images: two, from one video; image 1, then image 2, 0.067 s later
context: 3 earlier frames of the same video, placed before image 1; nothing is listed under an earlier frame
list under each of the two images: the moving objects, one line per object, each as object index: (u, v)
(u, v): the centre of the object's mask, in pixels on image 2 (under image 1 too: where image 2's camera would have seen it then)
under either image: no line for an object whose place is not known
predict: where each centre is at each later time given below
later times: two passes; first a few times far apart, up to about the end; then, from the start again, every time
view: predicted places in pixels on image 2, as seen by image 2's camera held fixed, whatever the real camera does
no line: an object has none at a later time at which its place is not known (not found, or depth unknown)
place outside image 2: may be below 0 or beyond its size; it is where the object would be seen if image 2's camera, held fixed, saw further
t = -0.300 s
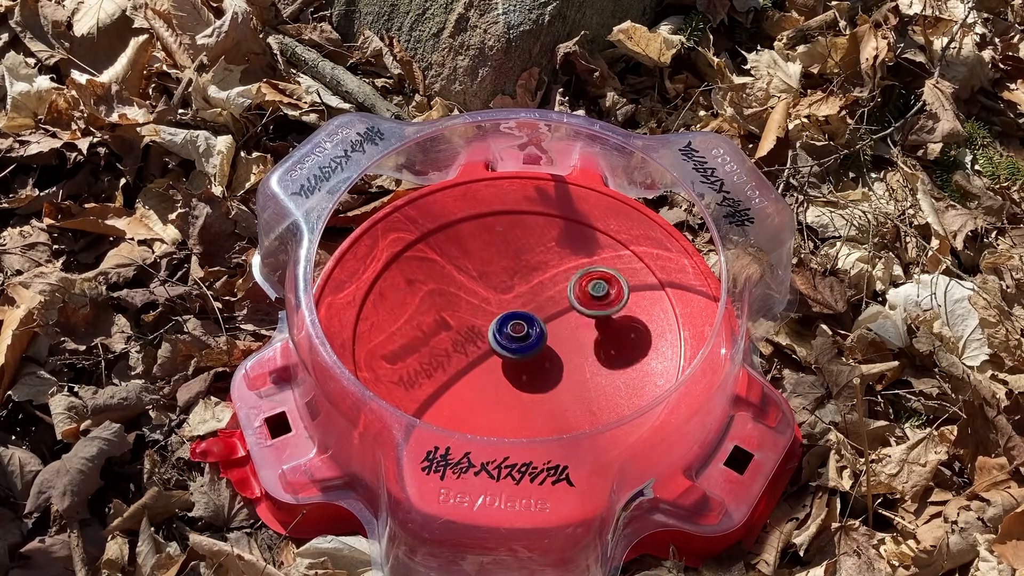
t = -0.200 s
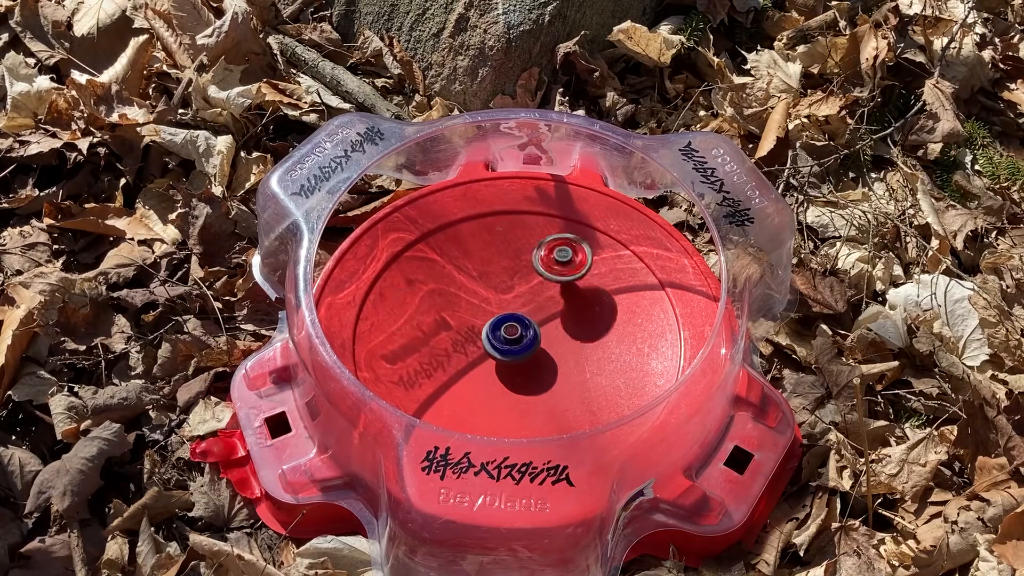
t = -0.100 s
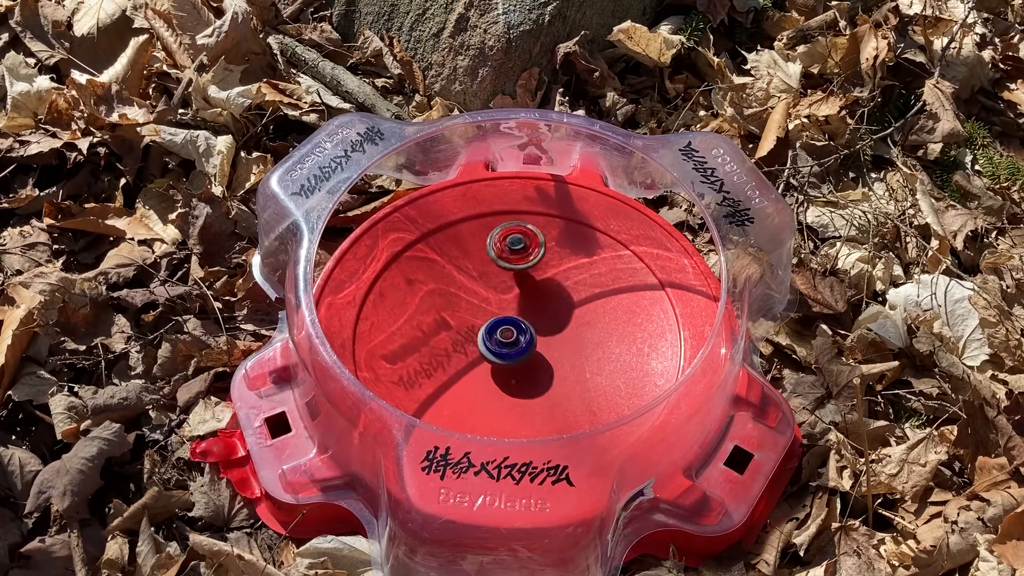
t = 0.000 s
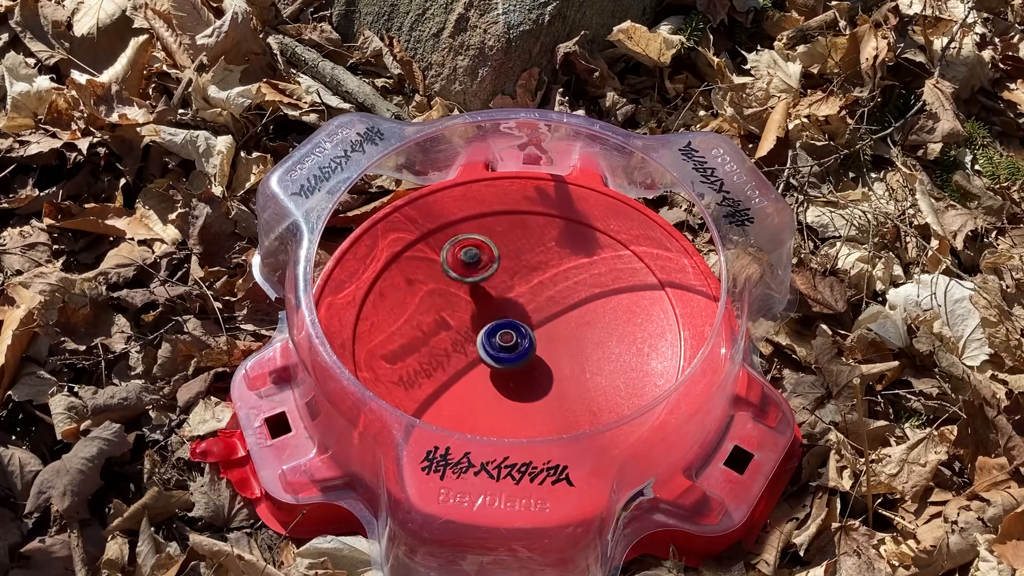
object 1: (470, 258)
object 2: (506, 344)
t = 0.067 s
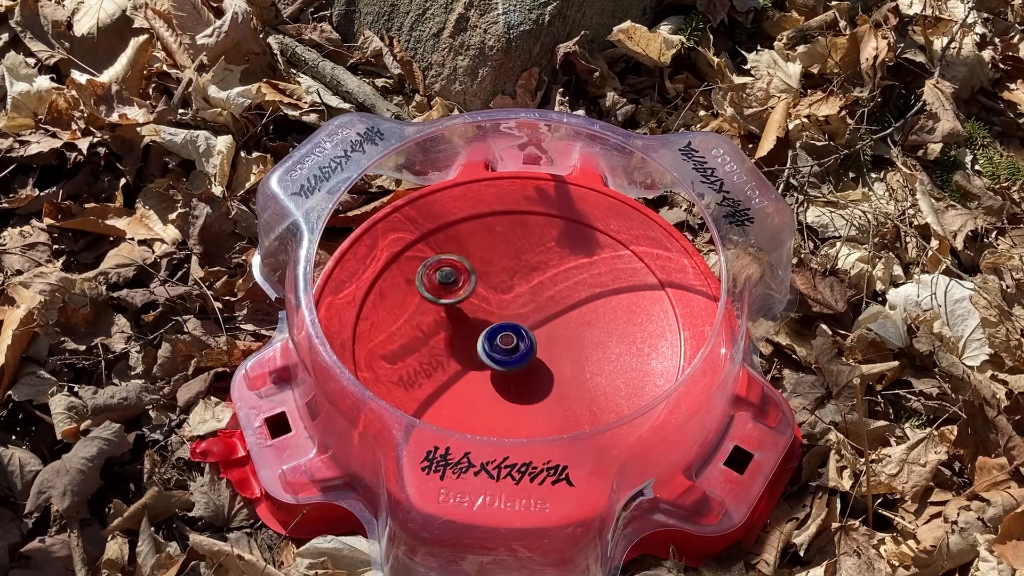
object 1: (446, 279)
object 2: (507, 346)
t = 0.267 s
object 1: (443, 366)
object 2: (514, 351)
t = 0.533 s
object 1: (582, 389)
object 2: (522, 348)
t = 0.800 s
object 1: (595, 290)
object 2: (520, 342)
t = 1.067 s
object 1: (477, 279)
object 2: (517, 342)
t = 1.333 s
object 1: (454, 379)
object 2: (512, 341)
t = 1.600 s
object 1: (574, 391)
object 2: (512, 346)
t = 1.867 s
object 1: (566, 298)
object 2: (519, 348)
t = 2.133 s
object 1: (459, 295)
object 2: (522, 341)
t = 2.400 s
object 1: (448, 374)
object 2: (514, 339)
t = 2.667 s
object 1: (553, 376)
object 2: (511, 345)
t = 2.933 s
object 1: (549, 291)
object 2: (519, 348)
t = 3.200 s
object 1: (465, 290)
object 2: (523, 345)
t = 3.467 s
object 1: (470, 359)
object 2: (522, 340)
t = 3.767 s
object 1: (573, 348)
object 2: (514, 340)
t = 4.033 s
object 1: (539, 282)
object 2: (514, 345)
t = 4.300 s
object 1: (470, 319)
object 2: (519, 347)
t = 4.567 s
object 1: (514, 380)
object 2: (521, 339)
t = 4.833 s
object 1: (578, 348)
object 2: (517, 343)
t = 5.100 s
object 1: (528, 301)
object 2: (512, 345)
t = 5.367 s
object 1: (464, 323)
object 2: (517, 346)
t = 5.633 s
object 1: (505, 372)
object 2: (514, 335)
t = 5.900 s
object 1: (562, 332)
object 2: (512, 347)
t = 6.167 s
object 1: (507, 294)
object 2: (516, 343)
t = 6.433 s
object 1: (474, 347)
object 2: (522, 341)
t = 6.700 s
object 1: (544, 367)
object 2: (513, 338)
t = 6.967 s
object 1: (555, 312)
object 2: (515, 342)
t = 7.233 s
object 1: (493, 299)
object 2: (514, 344)
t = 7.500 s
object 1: (474, 351)
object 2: (521, 343)
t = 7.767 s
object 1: (539, 367)
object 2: (509, 339)
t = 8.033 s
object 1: (552, 313)
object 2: (511, 346)
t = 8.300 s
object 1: (486, 307)
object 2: (515, 348)
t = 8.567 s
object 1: (483, 359)
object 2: (522, 338)
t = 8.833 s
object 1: (544, 363)
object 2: (506, 338)
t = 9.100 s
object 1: (554, 317)
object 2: (508, 345)
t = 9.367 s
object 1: (508, 301)
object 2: (514, 350)
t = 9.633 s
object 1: (473, 325)
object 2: (530, 349)
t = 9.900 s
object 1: (501, 361)
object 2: (534, 335)
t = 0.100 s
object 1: (437, 292)
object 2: (507, 348)
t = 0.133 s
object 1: (431, 307)
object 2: (508, 349)
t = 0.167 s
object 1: (429, 322)
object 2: (509, 350)
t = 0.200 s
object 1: (429, 338)
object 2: (511, 350)
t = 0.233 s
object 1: (434, 353)
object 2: (512, 351)
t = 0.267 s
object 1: (443, 366)
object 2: (514, 351)
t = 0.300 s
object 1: (455, 379)
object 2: (515, 351)
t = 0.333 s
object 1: (471, 390)
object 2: (516, 351)
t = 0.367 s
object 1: (488, 398)
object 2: (518, 350)
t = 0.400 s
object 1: (508, 402)
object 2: (519, 350)
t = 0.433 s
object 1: (528, 404)
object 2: (520, 350)
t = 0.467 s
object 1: (547, 402)
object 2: (520, 350)
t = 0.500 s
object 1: (565, 397)
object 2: (521, 349)
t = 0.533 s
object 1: (582, 389)
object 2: (522, 348)
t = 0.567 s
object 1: (595, 380)
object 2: (522, 347)
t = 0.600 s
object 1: (606, 367)
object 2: (522, 346)
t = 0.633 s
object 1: (613, 354)
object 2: (522, 346)
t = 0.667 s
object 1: (617, 341)
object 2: (522, 345)
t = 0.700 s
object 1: (617, 327)
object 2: (521, 344)
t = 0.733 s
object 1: (612, 313)
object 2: (521, 343)
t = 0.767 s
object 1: (605, 301)
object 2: (521, 343)
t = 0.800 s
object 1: (595, 290)
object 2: (520, 342)
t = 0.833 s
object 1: (582, 281)
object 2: (520, 343)
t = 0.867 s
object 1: (568, 273)
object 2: (519, 342)
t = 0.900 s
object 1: (553, 268)
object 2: (519, 342)
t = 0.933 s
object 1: (538, 264)
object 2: (518, 342)
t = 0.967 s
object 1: (521, 264)
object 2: (518, 341)
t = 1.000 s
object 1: (505, 266)
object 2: (518, 341)
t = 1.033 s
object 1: (491, 272)
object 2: (517, 340)
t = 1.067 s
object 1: (477, 279)
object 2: (517, 342)
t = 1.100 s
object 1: (464, 289)
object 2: (517, 342)
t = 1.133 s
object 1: (454, 300)
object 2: (516, 341)
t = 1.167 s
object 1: (446, 312)
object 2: (515, 341)
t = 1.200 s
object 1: (440, 326)
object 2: (515, 341)
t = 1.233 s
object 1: (439, 340)
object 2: (514, 341)
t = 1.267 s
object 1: (441, 354)
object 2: (514, 342)
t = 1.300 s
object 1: (446, 367)
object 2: (513, 341)
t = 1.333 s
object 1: (454, 379)
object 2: (512, 341)
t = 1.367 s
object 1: (466, 390)
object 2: (512, 342)
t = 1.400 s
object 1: (480, 397)
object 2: (512, 343)
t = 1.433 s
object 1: (495, 403)
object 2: (511, 343)
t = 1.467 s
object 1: (512, 406)
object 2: (511, 343)
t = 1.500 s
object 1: (529, 407)
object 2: (510, 344)
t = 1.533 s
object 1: (545, 404)
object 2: (510, 345)
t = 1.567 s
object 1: (561, 399)
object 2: (511, 345)
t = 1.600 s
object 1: (574, 391)
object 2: (512, 346)
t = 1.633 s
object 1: (584, 381)
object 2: (513, 347)
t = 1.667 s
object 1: (592, 370)
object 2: (513, 348)
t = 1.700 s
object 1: (596, 357)
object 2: (514, 348)
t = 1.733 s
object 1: (596, 344)
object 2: (515, 348)
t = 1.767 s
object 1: (594, 331)
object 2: (516, 348)
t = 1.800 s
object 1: (587, 318)
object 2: (517, 349)
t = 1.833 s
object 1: (578, 307)
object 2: (518, 349)
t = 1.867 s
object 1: (566, 298)
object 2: (519, 348)
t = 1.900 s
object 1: (553, 290)
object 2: (520, 348)
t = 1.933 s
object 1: (540, 284)
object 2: (521, 347)
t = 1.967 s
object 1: (526, 280)
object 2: (521, 347)
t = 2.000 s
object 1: (511, 279)
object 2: (522, 346)
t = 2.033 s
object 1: (497, 280)
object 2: (523, 345)
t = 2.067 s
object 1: (483, 283)
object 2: (523, 343)
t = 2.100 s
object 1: (470, 288)
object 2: (523, 342)
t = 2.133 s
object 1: (459, 295)
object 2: (522, 341)
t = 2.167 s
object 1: (449, 303)
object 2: (522, 340)
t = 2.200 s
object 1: (441, 312)
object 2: (521, 340)
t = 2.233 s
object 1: (435, 323)
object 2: (520, 339)
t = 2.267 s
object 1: (432, 333)
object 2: (519, 339)
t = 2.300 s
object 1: (433, 344)
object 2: (518, 339)
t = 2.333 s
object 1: (435, 354)
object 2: (517, 338)
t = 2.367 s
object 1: (440, 364)
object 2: (516, 339)
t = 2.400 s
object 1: (448, 374)
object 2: (514, 339)
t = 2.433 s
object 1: (459, 381)
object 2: (513, 340)
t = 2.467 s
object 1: (471, 387)
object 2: (512, 341)
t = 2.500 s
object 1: (485, 391)
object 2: (511, 341)
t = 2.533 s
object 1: (500, 393)
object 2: (511, 342)
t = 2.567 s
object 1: (514, 392)
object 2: (511, 343)
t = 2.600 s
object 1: (529, 389)
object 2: (511, 344)
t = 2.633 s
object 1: (542, 383)
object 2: (511, 344)
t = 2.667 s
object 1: (553, 376)
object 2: (511, 345)
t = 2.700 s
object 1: (562, 366)
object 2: (512, 346)
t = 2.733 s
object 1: (569, 356)
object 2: (513, 347)
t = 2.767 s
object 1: (573, 345)
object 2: (514, 347)
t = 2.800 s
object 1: (574, 333)
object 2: (516, 348)
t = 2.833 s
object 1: (571, 321)
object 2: (517, 348)
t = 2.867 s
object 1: (566, 310)
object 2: (519, 348)
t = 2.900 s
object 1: (559, 300)
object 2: (519, 349)
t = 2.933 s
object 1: (549, 291)
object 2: (519, 348)
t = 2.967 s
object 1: (538, 283)
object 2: (520, 348)
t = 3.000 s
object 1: (528, 278)
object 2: (521, 348)
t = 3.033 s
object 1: (516, 275)
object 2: (521, 347)
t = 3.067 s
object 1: (504, 274)
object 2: (522, 346)
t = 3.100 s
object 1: (493, 276)
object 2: (522, 346)
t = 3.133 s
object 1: (482, 279)
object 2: (522, 346)
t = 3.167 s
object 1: (473, 284)
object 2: (523, 346)
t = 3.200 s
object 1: (465, 290)
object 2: (523, 345)
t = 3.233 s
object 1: (458, 298)
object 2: (523, 344)
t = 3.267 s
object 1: (453, 306)
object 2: (523, 343)
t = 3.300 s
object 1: (450, 315)
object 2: (523, 342)
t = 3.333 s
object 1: (449, 325)
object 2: (522, 342)
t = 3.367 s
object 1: (451, 334)
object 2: (521, 341)
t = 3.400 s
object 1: (455, 343)
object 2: (521, 341)
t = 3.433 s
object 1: (461, 351)
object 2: (521, 340)
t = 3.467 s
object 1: (470, 359)
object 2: (522, 340)
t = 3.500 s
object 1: (480, 365)
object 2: (522, 338)
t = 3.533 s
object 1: (492, 370)
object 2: (522, 337)
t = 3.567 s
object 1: (505, 373)
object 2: (520, 335)
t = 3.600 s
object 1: (518, 374)
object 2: (518, 334)
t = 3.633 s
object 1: (532, 372)
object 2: (514, 335)
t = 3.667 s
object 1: (544, 369)
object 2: (512, 337)
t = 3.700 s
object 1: (556, 363)
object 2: (512, 339)
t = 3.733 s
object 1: (566, 356)
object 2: (513, 340)
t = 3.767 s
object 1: (573, 348)
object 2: (514, 340)
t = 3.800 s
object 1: (578, 338)
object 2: (514, 342)
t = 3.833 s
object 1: (580, 328)
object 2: (514, 343)
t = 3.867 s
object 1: (578, 318)
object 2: (514, 343)
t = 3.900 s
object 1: (574, 308)
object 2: (513, 344)
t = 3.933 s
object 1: (567, 299)
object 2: (513, 344)
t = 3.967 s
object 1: (559, 292)
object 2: (513, 344)
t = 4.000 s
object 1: (549, 286)
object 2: (514, 345)
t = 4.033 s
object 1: (539, 282)
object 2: (514, 345)
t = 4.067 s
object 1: (528, 281)
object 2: (514, 346)
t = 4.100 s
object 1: (517, 281)
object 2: (515, 347)
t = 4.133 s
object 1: (506, 283)
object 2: (516, 347)
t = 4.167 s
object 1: (496, 288)
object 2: (517, 348)
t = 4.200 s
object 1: (487, 294)
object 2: (516, 348)
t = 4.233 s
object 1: (480, 301)
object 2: (517, 347)
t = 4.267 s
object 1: (474, 310)
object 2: (518, 346)
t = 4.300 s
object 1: (470, 319)
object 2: (519, 347)
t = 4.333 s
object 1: (468, 328)
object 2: (519, 347)
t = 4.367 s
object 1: (469, 338)
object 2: (521, 346)
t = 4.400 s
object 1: (472, 348)
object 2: (523, 345)
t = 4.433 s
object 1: (477, 356)
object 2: (523, 344)
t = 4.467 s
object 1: (484, 365)
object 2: (524, 342)
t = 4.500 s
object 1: (492, 371)
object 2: (523, 340)
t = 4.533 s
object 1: (502, 376)
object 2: (522, 339)
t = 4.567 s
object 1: (514, 380)
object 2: (521, 339)
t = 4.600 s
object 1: (526, 381)
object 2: (519, 340)
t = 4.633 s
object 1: (536, 381)
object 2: (518, 341)
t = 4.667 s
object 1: (546, 379)
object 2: (518, 341)
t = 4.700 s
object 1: (556, 375)
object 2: (518, 342)
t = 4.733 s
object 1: (564, 370)
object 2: (518, 342)
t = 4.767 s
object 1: (571, 363)
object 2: (518, 342)
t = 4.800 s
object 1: (575, 356)
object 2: (517, 343)
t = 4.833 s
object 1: (578, 348)
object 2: (517, 343)
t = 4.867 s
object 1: (578, 340)
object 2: (517, 342)
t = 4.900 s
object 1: (576, 331)
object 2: (517, 342)
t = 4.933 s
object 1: (572, 323)
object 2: (516, 343)
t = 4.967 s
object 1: (565, 316)
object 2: (515, 343)
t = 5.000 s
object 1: (557, 310)
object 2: (515, 343)
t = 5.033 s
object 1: (548, 306)
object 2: (514, 343)
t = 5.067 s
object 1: (537, 303)
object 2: (512, 344)
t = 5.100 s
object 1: (528, 301)
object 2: (512, 345)
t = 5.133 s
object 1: (519, 298)
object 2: (513, 347)
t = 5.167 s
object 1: (509, 297)
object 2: (514, 348)
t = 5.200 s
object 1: (500, 297)
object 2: (514, 348)
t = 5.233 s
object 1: (490, 300)
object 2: (514, 348)
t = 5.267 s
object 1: (481, 304)
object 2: (515, 347)
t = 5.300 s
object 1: (474, 309)
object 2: (516, 347)
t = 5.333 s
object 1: (468, 316)
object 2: (517, 346)
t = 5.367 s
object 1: (464, 323)
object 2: (517, 346)
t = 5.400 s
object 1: (461, 331)
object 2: (517, 346)
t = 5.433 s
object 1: (462, 339)
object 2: (517, 345)
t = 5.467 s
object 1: (464, 346)
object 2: (518, 343)
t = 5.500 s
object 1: (469, 353)
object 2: (519, 342)
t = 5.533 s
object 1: (476, 361)
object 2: (519, 340)
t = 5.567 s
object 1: (484, 365)
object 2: (519, 339)
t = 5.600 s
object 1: (494, 369)
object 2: (517, 337)
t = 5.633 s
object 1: (505, 372)
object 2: (514, 335)
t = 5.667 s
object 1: (517, 371)
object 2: (511, 336)
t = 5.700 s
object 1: (527, 370)
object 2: (507, 337)
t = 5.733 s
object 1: (537, 366)
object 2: (505, 339)
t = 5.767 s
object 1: (544, 361)
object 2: (504, 341)
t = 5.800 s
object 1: (551, 355)
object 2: (505, 343)
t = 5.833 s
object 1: (556, 348)
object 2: (507, 345)
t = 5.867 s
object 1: (560, 340)
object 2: (509, 346)
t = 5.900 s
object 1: (562, 332)
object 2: (512, 347)
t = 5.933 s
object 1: (561, 324)
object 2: (513, 347)
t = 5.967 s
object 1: (557, 316)
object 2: (515, 346)
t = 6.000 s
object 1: (552, 309)
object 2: (515, 346)
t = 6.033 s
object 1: (545, 303)
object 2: (516, 345)
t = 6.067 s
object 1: (536, 298)
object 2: (515, 345)
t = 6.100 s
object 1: (527, 295)
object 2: (516, 344)
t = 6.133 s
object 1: (517, 293)
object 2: (516, 344)
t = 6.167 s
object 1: (507, 294)
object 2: (516, 343)
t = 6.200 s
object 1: (498, 296)
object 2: (516, 343)
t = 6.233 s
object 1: (489, 301)
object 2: (517, 343)
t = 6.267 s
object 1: (481, 307)
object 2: (517, 343)
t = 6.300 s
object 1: (476, 314)
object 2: (519, 343)
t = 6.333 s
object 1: (472, 322)
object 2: (519, 343)
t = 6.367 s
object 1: (471, 330)
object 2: (519, 344)
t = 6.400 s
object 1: (472, 340)
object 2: (520, 343)
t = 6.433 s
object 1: (474, 347)
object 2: (522, 341)
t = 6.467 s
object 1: (479, 354)
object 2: (523, 341)
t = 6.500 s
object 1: (486, 361)
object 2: (523, 340)
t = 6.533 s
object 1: (495, 367)
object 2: (521, 337)
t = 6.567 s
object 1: (504, 371)
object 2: (519, 336)
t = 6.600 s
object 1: (515, 372)
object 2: (518, 335)
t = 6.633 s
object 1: (526, 372)
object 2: (516, 336)
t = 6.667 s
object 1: (535, 371)
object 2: (515, 337)
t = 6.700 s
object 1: (544, 367)
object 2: (513, 338)
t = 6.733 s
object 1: (552, 361)
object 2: (512, 340)
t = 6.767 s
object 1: (558, 354)
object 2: (512, 341)
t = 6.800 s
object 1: (561, 347)
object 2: (513, 342)
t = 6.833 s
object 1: (564, 339)
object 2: (514, 343)
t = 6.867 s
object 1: (566, 333)
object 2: (514, 343)
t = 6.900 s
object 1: (564, 326)
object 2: (514, 342)
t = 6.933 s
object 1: (561, 319)
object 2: (514, 342)
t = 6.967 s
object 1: (555, 312)
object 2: (515, 342)
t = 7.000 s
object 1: (549, 306)
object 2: (515, 343)
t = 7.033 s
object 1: (541, 302)
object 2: (515, 343)
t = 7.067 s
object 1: (535, 297)
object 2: (514, 344)
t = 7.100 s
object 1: (527, 294)
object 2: (514, 343)
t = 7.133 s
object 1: (518, 293)
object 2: (514, 343)
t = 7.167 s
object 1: (510, 294)
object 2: (513, 343)
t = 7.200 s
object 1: (501, 296)
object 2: (514, 343)
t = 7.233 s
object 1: (493, 299)
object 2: (514, 344)
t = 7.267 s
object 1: (487, 305)
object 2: (515, 345)
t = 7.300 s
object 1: (481, 310)
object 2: (515, 346)
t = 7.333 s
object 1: (477, 317)
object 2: (516, 346)
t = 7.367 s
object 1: (474, 322)
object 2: (518, 345)
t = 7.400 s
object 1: (472, 329)
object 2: (519, 345)
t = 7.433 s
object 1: (470, 336)
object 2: (519, 344)
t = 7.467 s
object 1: (471, 343)
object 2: (520, 344)
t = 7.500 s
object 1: (474, 351)
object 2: (521, 343)
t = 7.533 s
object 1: (478, 358)
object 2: (521, 342)
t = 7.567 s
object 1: (484, 363)
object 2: (520, 340)
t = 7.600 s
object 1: (492, 368)
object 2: (519, 339)
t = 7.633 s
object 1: (501, 371)
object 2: (518, 338)
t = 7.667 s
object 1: (511, 373)
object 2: (515, 338)
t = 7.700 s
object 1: (521, 373)
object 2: (513, 338)
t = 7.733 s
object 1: (530, 372)
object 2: (510, 338)
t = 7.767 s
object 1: (539, 367)
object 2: (509, 339)
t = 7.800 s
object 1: (547, 363)
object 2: (509, 341)
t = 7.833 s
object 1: (553, 356)
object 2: (509, 343)
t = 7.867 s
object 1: (557, 349)
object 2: (509, 344)
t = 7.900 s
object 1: (560, 341)
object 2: (510, 345)
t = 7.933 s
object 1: (562, 334)
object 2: (511, 345)
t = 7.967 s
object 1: (561, 327)
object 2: (511, 346)
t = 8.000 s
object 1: (557, 320)
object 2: (511, 345)
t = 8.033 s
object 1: (552, 313)
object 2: (511, 346)
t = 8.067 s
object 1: (545, 307)
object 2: (512, 346)
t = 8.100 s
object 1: (537, 303)
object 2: (511, 347)
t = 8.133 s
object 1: (528, 299)
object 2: (512, 347)
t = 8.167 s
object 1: (519, 298)
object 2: (513, 348)
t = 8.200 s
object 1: (510, 298)
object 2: (514, 347)
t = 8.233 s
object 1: (501, 299)
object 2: (514, 347)
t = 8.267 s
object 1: (493, 302)
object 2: (515, 348)
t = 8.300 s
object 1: (486, 307)
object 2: (515, 348)
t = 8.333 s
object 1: (480, 313)
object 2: (516, 347)
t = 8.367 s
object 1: (475, 319)
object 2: (517, 347)
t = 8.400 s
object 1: (472, 326)
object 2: (519, 347)
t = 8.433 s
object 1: (471, 334)
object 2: (519, 347)
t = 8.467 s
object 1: (472, 341)
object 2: (520, 346)
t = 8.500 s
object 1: (474, 348)
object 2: (521, 343)
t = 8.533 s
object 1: (478, 354)
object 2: (522, 341)
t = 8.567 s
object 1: (483, 359)
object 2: (522, 338)
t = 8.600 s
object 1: (490, 364)
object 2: (521, 337)
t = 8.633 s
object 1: (497, 367)
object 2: (521, 336)
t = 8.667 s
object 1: (505, 369)
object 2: (518, 335)
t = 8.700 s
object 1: (514, 370)
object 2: (514, 334)
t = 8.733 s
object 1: (522, 370)
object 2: (512, 335)
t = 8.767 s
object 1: (530, 369)
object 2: (509, 336)
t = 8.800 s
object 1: (537, 366)
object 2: (508, 337)
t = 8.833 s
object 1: (544, 363)
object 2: (506, 338)
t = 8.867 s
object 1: (550, 359)
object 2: (506, 338)
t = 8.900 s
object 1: (555, 354)
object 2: (507, 339)
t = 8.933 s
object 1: (558, 347)
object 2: (507, 340)
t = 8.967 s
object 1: (559, 341)
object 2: (507, 341)
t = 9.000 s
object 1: (559, 335)
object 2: (507, 341)
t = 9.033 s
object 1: (558, 329)
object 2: (507, 342)
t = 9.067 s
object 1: (555, 323)
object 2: (508, 344)
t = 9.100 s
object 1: (554, 317)
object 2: (508, 345)
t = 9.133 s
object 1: (551, 312)
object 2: (507, 347)
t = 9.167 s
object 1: (547, 308)
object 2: (508, 348)
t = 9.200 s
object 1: (541, 304)
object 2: (509, 348)
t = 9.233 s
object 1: (534, 301)
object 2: (508, 349)
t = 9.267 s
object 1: (527, 299)
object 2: (509, 350)
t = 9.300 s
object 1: (520, 298)
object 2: (511, 350)
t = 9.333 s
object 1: (514, 299)
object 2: (512, 351)
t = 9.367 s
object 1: (508, 301)
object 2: (514, 350)
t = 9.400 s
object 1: (502, 304)
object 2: (516, 350)
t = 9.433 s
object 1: (497, 307)
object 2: (518, 351)
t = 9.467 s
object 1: (491, 307)
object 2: (521, 352)
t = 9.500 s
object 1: (487, 309)
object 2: (524, 354)
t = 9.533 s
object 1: (484, 312)
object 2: (527, 353)
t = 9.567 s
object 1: (479, 316)
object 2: (528, 352)
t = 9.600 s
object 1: (475, 320)
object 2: (529, 351)
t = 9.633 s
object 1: (473, 325)
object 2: (530, 349)
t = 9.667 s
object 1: (472, 330)
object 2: (530, 349)
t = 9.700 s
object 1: (472, 335)
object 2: (531, 347)
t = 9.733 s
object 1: (474, 341)
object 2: (531, 347)
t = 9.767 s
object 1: (478, 346)
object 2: (532, 345)
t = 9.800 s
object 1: (482, 351)
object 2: (533, 343)
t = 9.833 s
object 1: (488, 355)
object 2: (534, 341)
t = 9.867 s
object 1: (495, 358)
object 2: (534, 338)
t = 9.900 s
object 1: (501, 361)
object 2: (534, 335)
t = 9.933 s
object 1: (507, 363)
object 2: (533, 332)
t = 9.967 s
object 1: (514, 364)
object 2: (531, 330)
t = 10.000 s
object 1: (522, 364)
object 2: (529, 328)
